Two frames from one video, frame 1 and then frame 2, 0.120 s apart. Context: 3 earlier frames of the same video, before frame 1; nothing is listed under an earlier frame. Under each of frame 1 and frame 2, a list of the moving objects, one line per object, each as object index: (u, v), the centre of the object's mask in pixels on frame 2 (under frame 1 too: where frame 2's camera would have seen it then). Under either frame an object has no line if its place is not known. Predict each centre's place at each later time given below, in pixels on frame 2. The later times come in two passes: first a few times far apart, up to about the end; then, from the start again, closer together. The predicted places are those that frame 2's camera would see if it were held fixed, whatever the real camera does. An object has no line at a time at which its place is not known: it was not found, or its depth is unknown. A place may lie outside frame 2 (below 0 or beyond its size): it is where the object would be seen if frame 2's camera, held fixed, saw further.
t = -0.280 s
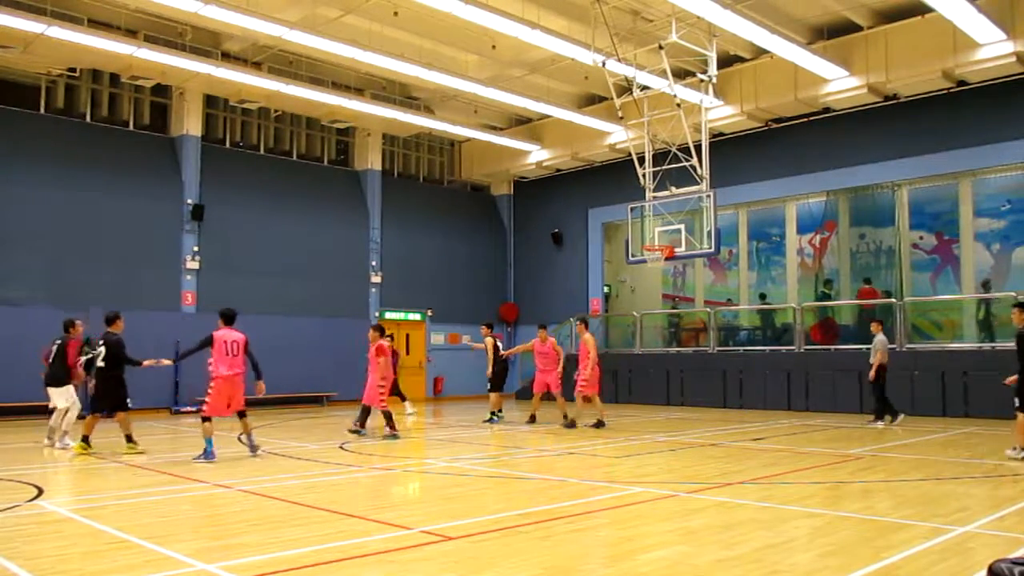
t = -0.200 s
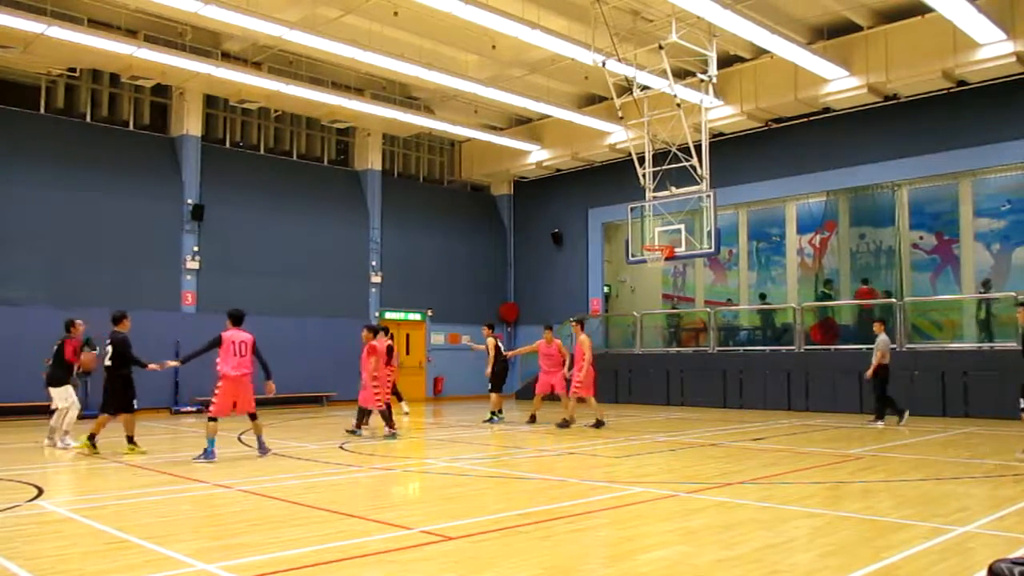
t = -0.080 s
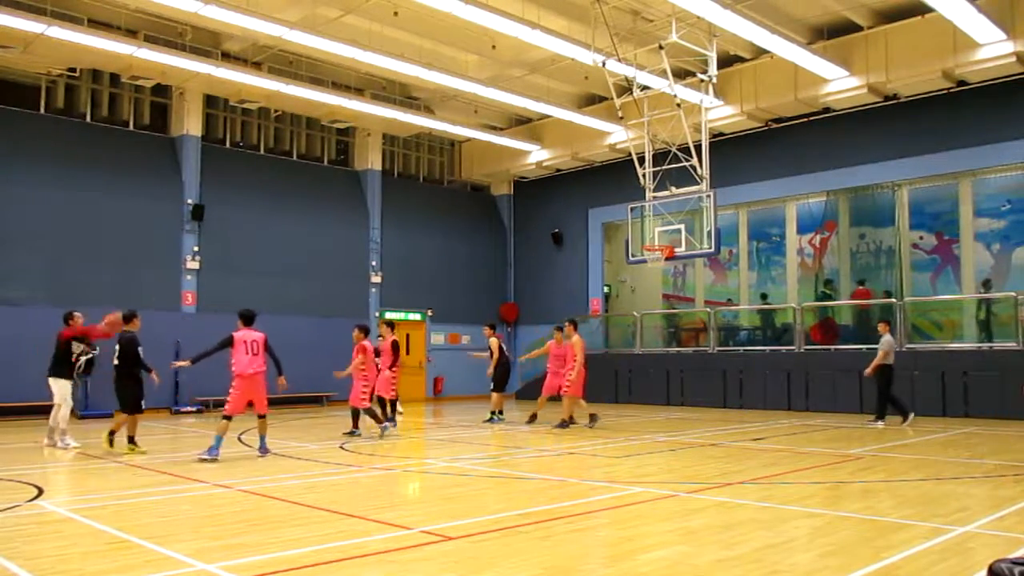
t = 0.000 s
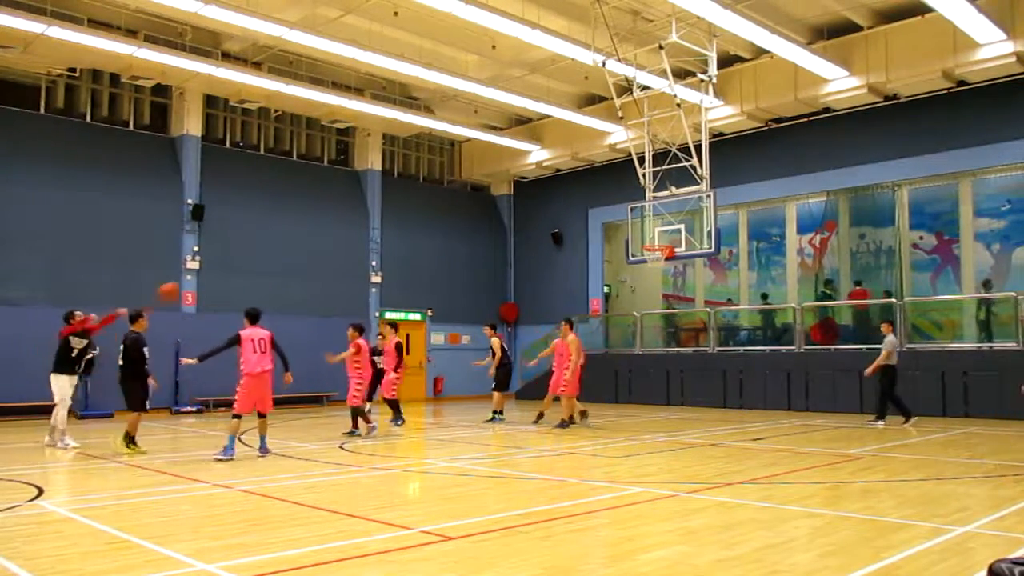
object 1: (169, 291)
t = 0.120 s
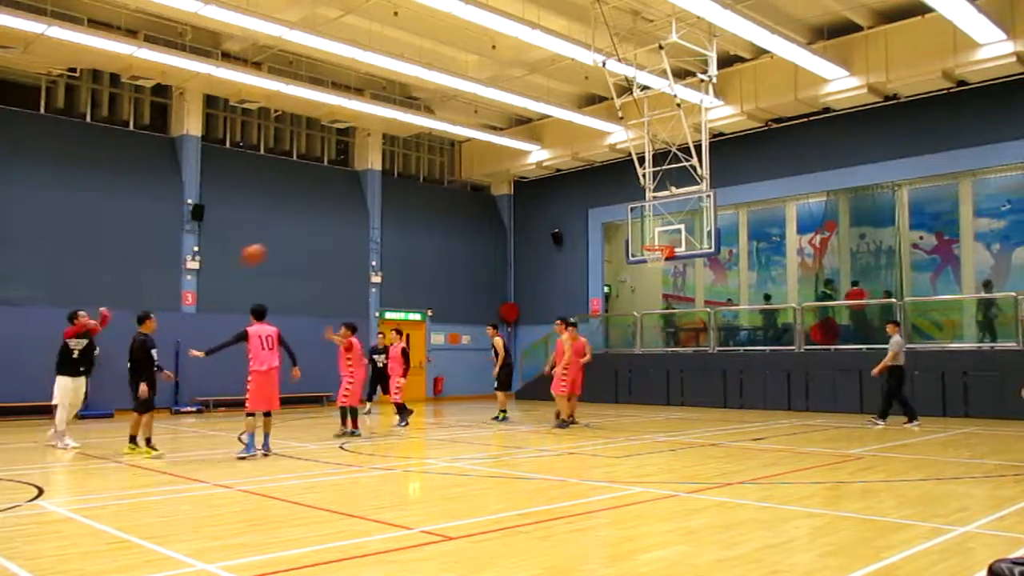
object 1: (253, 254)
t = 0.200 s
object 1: (309, 234)
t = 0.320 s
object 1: (396, 212)
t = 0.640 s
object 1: (638, 203)
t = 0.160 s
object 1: (282, 243)
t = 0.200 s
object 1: (309, 234)
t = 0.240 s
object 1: (338, 224)
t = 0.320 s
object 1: (396, 212)
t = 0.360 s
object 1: (427, 207)
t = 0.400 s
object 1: (456, 203)
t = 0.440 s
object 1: (486, 201)
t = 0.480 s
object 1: (516, 198)
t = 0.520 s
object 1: (547, 198)
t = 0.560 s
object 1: (577, 199)
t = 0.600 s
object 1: (608, 199)
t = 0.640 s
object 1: (638, 203)
